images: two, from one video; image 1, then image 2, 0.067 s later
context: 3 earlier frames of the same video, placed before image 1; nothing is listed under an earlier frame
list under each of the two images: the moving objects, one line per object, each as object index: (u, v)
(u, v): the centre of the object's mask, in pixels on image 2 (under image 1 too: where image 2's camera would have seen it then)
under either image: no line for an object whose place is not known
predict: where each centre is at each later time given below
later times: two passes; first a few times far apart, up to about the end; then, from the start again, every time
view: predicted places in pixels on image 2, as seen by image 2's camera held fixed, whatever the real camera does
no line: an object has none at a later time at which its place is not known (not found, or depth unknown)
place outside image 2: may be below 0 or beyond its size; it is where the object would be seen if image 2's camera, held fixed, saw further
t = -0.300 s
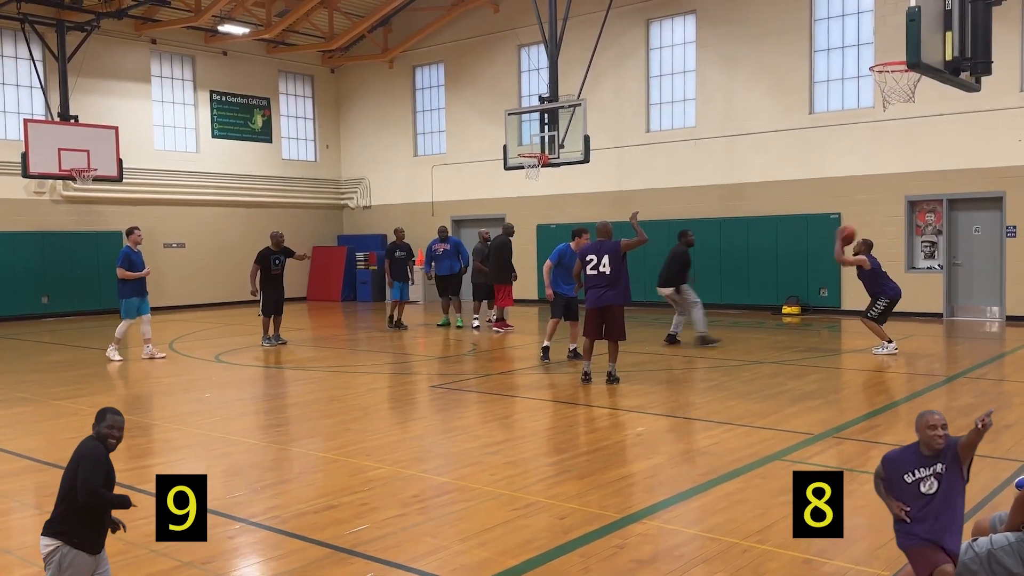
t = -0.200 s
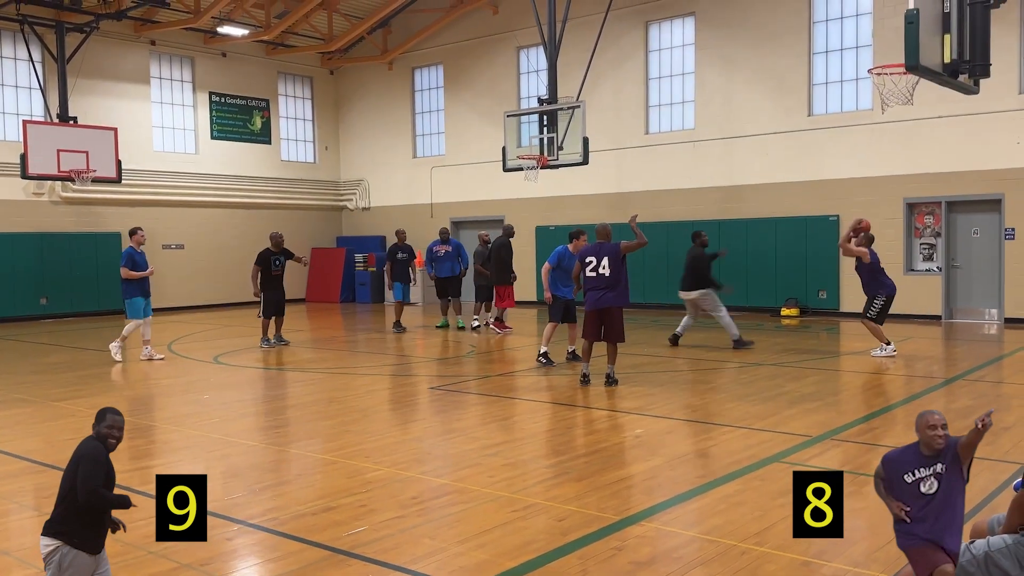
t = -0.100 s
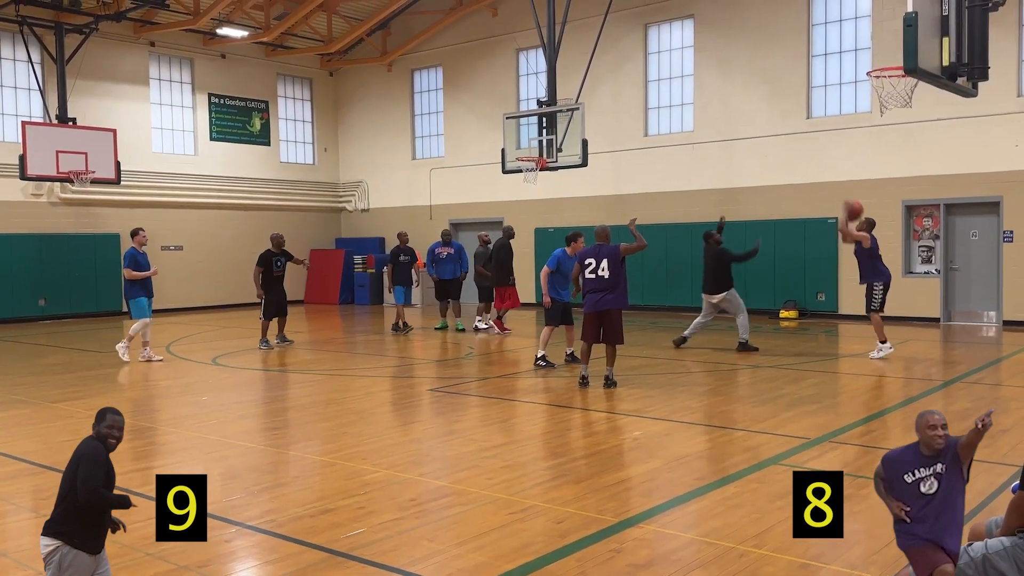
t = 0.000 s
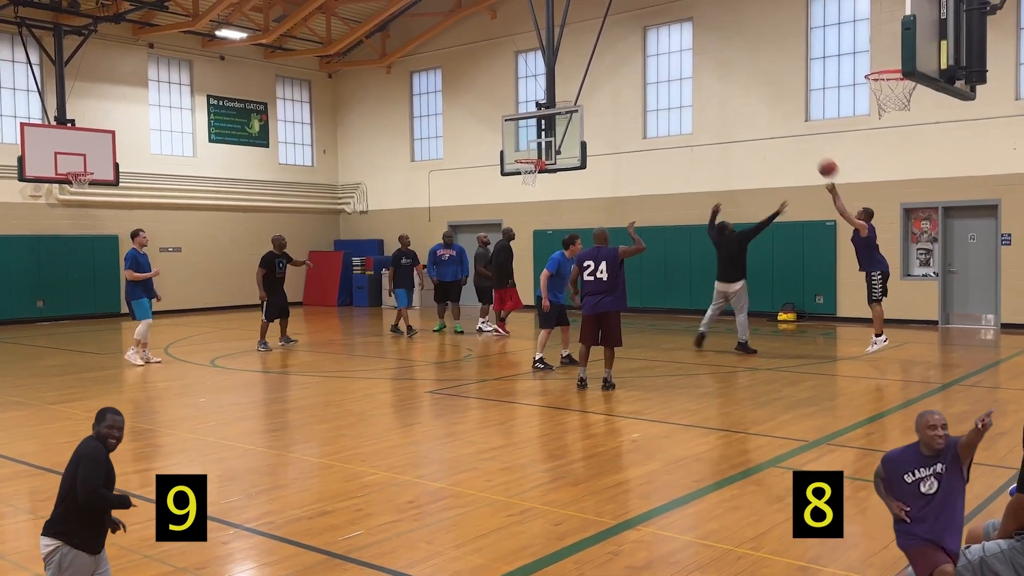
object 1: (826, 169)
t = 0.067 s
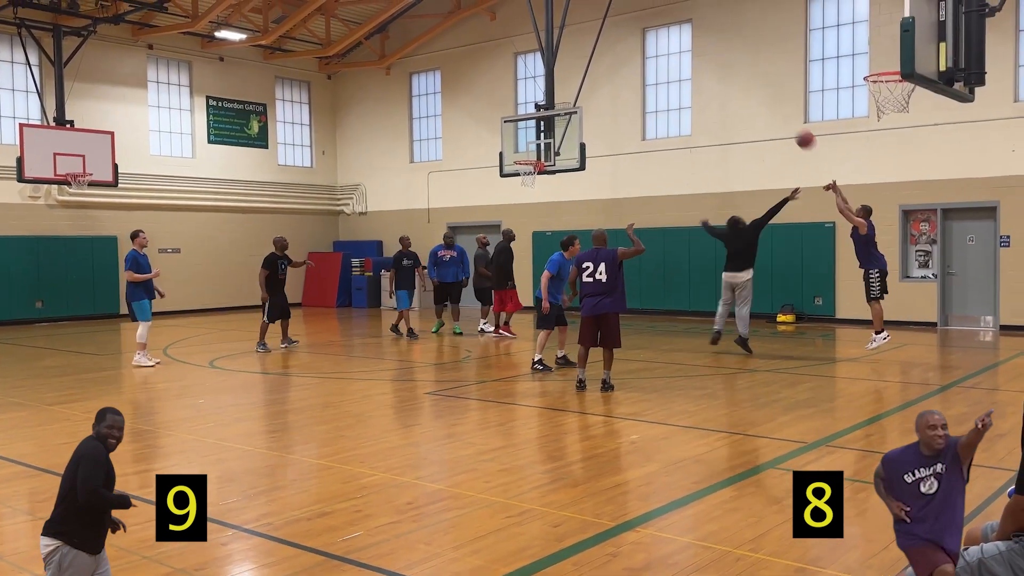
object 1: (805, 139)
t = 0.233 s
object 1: (754, 81)
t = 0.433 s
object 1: (700, 43)
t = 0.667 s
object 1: (642, 35)
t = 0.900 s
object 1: (592, 61)
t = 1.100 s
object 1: (553, 104)
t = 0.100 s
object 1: (794, 125)
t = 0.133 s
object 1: (784, 113)
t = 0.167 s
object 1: (774, 101)
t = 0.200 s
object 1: (764, 91)
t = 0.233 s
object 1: (754, 81)
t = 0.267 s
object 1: (745, 73)
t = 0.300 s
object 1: (735, 65)
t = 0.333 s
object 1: (726, 58)
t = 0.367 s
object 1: (717, 52)
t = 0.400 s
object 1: (709, 47)
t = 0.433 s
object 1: (700, 43)
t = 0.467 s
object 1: (692, 40)
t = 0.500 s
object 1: (683, 37)
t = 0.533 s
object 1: (675, 36)
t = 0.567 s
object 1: (666, 34)
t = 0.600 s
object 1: (658, 33)
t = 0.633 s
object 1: (650, 33)
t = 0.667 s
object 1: (642, 35)
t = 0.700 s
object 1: (635, 36)
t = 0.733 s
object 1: (627, 39)
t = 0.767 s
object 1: (620, 42)
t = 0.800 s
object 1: (613, 46)
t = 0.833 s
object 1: (606, 50)
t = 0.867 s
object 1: (599, 54)
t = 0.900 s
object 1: (592, 61)
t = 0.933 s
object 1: (585, 67)
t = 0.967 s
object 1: (578, 73)
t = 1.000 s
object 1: (571, 81)
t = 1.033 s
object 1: (565, 88)
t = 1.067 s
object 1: (558, 96)
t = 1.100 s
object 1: (553, 104)
